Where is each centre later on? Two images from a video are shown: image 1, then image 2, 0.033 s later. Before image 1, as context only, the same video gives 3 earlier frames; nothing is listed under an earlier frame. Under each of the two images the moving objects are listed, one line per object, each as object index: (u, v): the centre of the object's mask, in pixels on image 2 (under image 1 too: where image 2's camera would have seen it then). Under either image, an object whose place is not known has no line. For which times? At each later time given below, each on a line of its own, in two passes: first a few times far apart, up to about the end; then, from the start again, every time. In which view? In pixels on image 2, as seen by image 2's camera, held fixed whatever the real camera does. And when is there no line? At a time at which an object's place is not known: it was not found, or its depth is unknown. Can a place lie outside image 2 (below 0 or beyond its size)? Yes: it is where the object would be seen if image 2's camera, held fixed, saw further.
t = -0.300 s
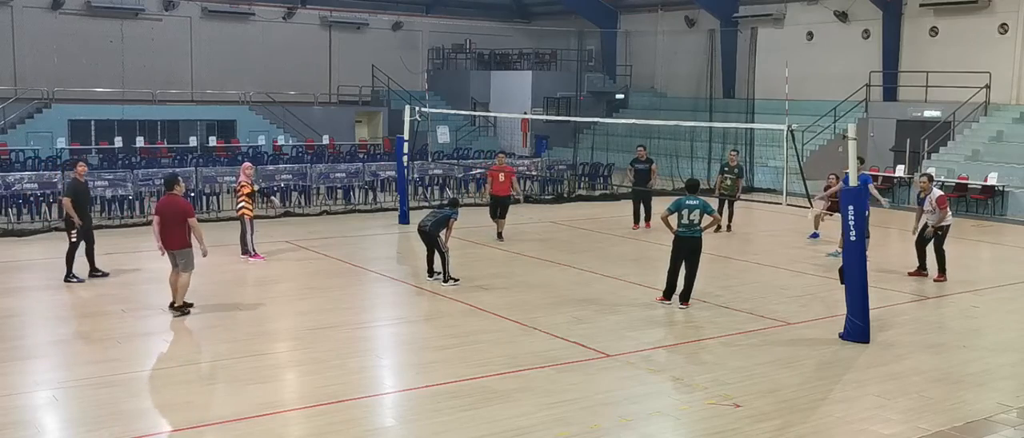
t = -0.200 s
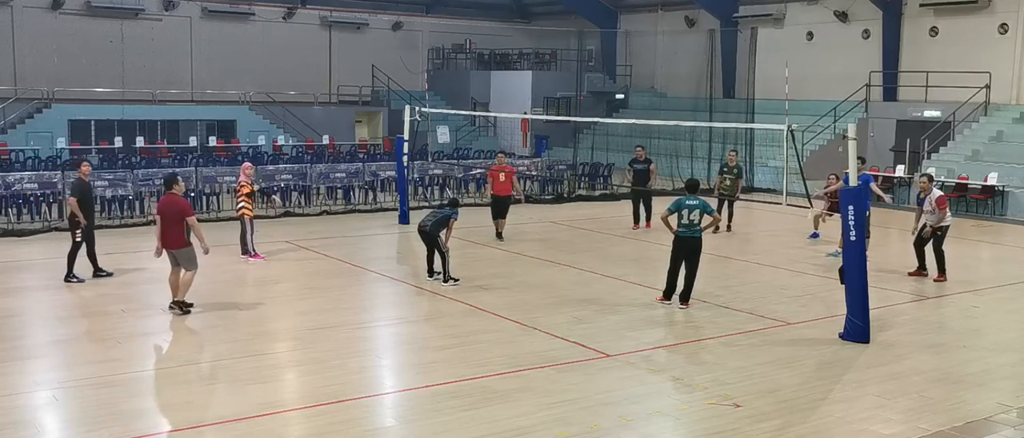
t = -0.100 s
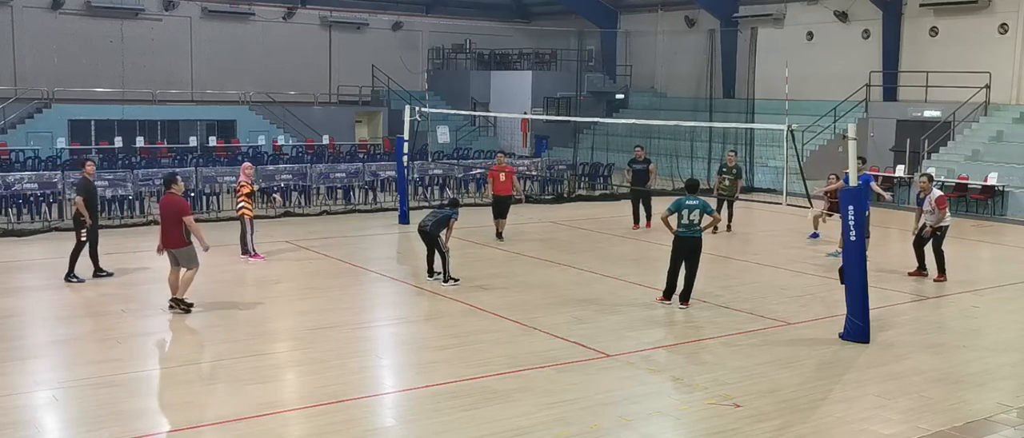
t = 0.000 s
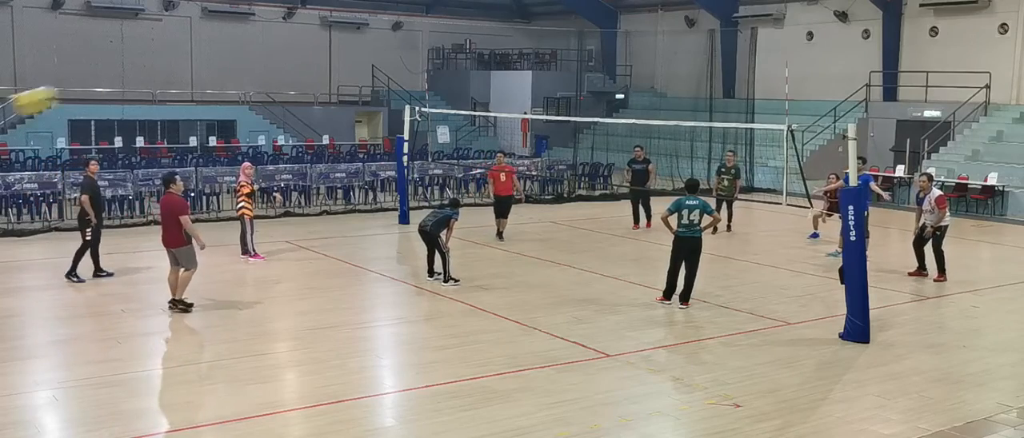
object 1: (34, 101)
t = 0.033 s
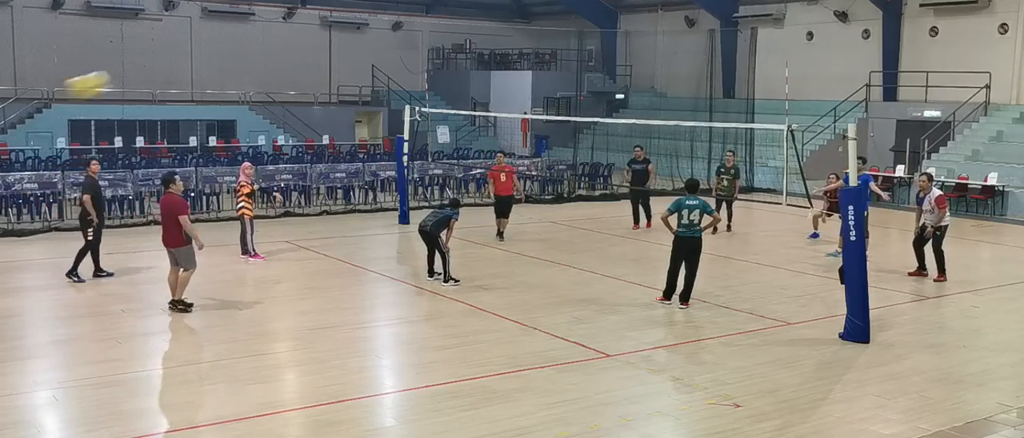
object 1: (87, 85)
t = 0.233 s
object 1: (326, 35)
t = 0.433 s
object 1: (462, 32)
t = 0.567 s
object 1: (525, 43)
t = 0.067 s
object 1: (137, 72)
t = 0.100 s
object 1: (183, 60)
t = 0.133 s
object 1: (224, 51)
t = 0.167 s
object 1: (259, 45)
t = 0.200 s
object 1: (295, 39)
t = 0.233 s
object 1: (326, 35)
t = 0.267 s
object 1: (352, 33)
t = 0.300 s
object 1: (378, 31)
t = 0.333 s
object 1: (402, 31)
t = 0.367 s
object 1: (423, 30)
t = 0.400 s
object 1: (443, 30)
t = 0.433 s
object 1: (462, 32)
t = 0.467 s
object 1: (480, 34)
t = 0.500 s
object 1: (496, 37)
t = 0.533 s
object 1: (511, 39)
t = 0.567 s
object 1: (525, 43)
